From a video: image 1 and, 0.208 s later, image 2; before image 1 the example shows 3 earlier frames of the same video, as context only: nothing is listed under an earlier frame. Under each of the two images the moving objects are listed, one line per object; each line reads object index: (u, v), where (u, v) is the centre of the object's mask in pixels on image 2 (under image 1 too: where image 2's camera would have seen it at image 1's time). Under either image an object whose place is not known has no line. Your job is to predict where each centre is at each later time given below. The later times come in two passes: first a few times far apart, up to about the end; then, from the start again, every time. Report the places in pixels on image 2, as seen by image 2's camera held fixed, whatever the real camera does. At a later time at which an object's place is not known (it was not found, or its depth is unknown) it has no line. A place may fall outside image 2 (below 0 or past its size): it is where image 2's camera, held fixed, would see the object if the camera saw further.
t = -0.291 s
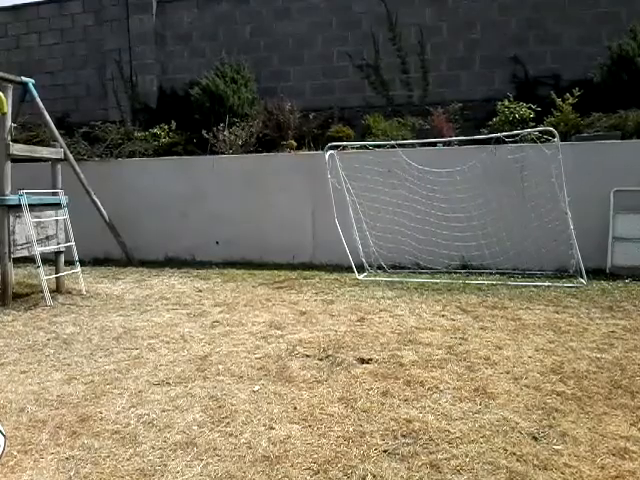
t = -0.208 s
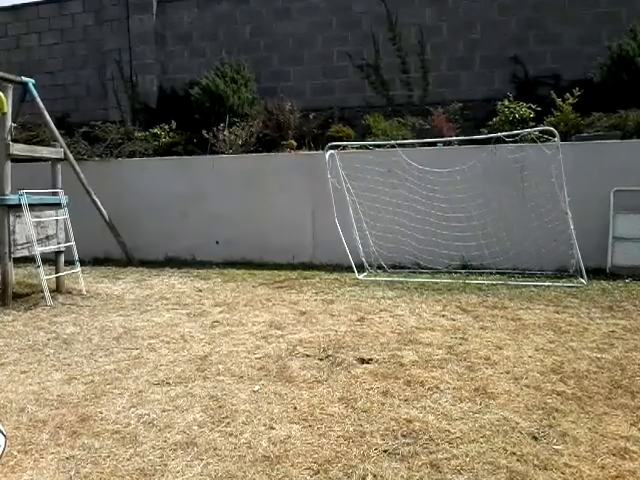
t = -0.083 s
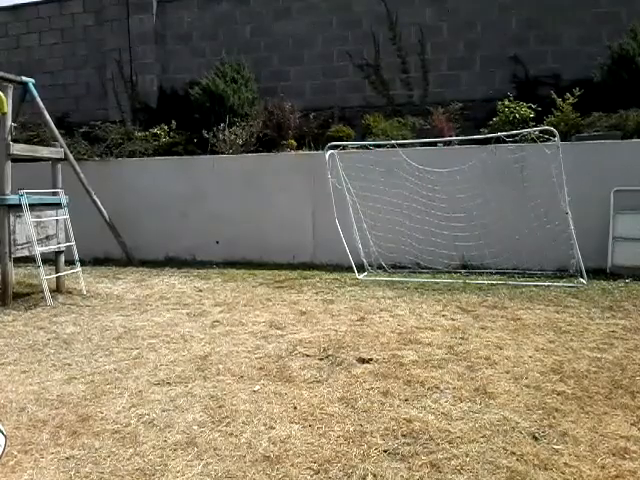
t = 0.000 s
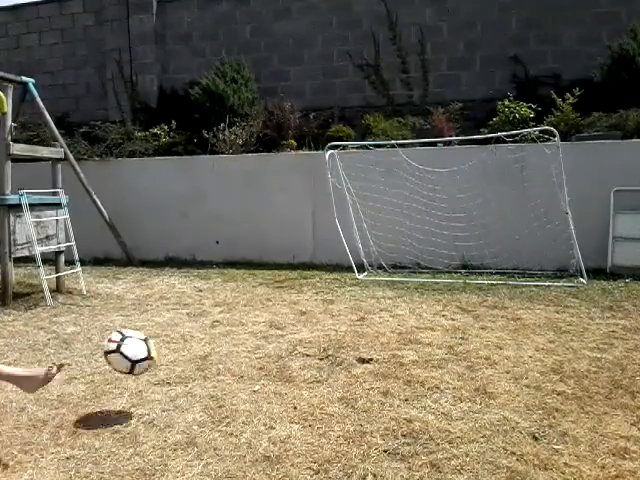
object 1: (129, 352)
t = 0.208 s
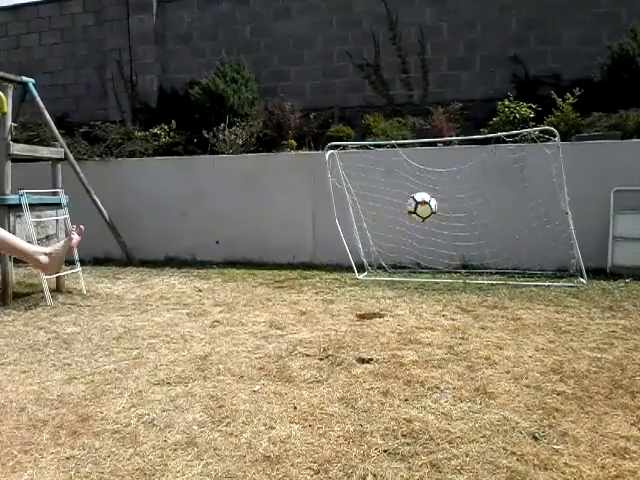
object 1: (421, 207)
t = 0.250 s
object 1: (453, 197)
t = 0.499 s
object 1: (555, 191)
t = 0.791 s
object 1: (524, 260)
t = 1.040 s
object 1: (509, 241)
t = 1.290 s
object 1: (495, 259)
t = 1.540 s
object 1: (477, 268)
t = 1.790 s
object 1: (456, 287)
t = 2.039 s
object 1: (436, 293)
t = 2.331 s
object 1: (410, 311)
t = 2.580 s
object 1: (385, 323)
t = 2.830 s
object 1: (357, 336)
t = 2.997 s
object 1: (338, 343)
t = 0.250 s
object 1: (453, 197)
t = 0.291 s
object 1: (479, 191)
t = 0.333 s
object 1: (502, 187)
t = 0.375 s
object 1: (521, 186)
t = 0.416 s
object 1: (538, 186)
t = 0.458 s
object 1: (551, 189)
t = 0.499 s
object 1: (555, 191)
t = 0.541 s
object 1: (554, 194)
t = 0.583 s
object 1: (549, 200)
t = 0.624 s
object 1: (544, 208)
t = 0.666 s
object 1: (539, 218)
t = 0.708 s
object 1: (534, 230)
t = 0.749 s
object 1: (529, 244)
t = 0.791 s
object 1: (524, 260)
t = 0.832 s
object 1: (519, 277)
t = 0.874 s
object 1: (517, 267)
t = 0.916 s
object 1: (515, 259)
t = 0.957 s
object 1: (514, 251)
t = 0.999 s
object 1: (511, 246)
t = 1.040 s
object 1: (509, 241)
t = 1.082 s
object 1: (507, 240)
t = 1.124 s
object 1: (504, 239)
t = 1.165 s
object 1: (503, 242)
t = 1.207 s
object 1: (500, 245)
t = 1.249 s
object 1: (498, 251)
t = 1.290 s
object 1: (495, 259)
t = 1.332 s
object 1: (493, 269)
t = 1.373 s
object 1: (490, 282)
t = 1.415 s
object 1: (488, 288)
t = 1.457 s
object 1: (485, 279)
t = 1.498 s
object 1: (481, 272)
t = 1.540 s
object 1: (477, 268)
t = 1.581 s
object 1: (474, 266)
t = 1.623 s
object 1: (470, 265)
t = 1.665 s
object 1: (467, 267)
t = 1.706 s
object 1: (464, 271)
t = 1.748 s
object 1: (460, 277)
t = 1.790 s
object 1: (456, 287)
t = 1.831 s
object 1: (452, 297)
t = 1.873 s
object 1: (449, 294)
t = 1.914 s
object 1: (446, 291)
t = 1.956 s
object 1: (443, 288)
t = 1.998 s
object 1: (440, 289)
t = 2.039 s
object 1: (436, 293)
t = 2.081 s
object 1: (432, 298)
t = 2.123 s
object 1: (429, 306)
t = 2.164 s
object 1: (425, 306)
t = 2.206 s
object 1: (422, 305)
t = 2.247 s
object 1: (418, 306)
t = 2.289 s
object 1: (414, 310)
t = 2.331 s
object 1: (410, 311)
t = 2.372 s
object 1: (405, 312)
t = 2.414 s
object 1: (400, 315)
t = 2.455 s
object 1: (397, 316)
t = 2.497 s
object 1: (392, 318)
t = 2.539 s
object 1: (389, 320)
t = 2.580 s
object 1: (385, 323)
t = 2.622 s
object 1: (380, 325)
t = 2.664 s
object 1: (376, 327)
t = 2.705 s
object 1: (371, 329)
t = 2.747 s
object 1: (368, 330)
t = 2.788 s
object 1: (362, 332)
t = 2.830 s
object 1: (357, 336)
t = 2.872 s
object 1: (353, 338)
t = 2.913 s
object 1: (348, 339)
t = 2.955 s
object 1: (343, 339)
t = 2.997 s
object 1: (338, 343)
